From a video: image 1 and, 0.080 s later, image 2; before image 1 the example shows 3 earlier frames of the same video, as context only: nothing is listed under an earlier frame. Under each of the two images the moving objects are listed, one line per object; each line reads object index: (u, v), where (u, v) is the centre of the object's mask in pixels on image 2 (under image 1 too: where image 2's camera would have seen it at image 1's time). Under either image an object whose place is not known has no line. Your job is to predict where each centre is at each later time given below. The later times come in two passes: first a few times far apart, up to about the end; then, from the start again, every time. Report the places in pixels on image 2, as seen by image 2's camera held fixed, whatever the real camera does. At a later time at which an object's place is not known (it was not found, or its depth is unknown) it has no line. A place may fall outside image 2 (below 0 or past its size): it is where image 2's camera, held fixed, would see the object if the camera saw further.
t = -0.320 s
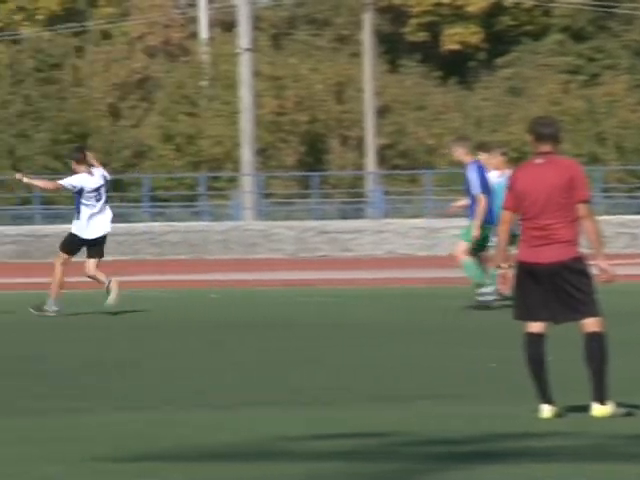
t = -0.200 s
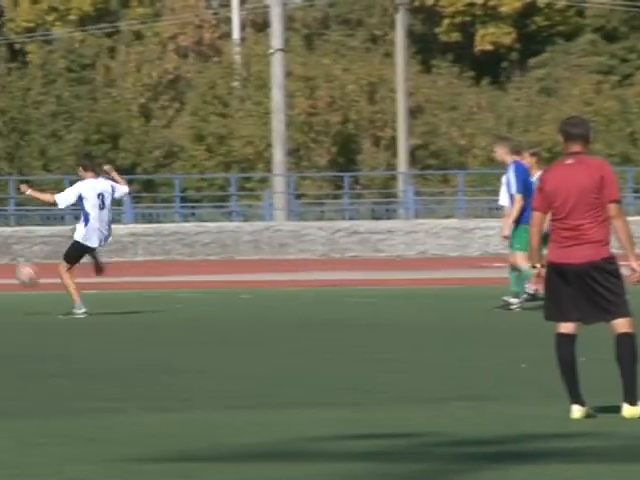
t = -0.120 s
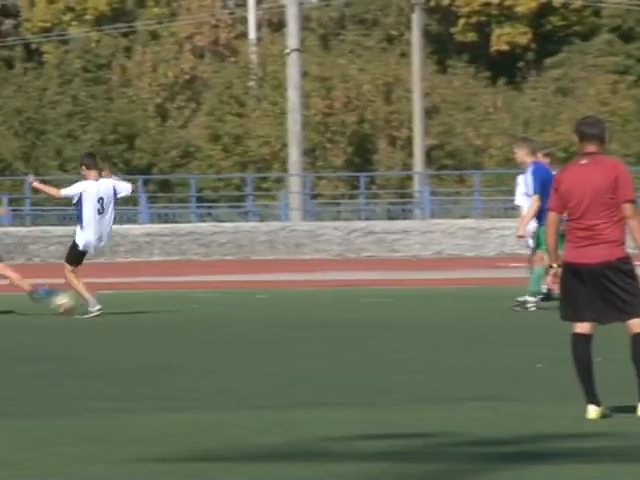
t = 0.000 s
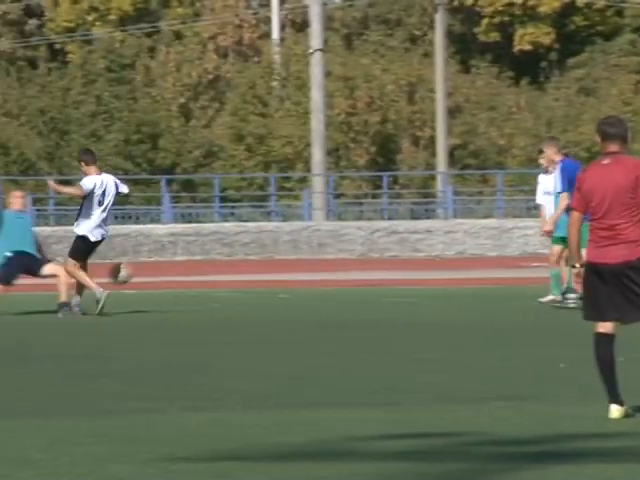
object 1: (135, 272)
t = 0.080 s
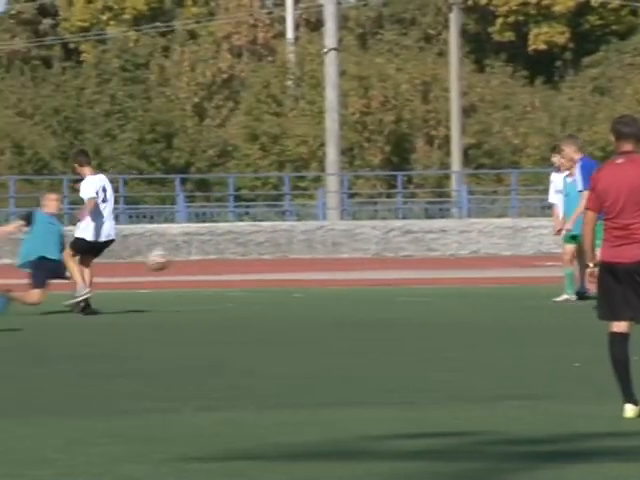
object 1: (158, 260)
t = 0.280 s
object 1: (214, 257)
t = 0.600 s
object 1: (303, 287)
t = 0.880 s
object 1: (377, 288)
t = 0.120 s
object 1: (169, 255)
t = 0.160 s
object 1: (179, 253)
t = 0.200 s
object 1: (192, 253)
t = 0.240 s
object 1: (203, 254)
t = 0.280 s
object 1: (214, 257)
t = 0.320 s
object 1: (225, 259)
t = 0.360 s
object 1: (237, 265)
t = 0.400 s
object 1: (249, 272)
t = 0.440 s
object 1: (259, 280)
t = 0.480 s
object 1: (270, 289)
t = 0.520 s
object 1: (282, 300)
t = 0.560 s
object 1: (293, 293)
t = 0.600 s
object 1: (303, 287)
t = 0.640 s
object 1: (315, 283)
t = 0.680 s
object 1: (324, 280)
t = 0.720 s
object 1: (335, 279)
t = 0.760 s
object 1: (345, 278)
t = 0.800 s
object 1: (355, 280)
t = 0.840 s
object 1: (366, 283)
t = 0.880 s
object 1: (377, 288)
